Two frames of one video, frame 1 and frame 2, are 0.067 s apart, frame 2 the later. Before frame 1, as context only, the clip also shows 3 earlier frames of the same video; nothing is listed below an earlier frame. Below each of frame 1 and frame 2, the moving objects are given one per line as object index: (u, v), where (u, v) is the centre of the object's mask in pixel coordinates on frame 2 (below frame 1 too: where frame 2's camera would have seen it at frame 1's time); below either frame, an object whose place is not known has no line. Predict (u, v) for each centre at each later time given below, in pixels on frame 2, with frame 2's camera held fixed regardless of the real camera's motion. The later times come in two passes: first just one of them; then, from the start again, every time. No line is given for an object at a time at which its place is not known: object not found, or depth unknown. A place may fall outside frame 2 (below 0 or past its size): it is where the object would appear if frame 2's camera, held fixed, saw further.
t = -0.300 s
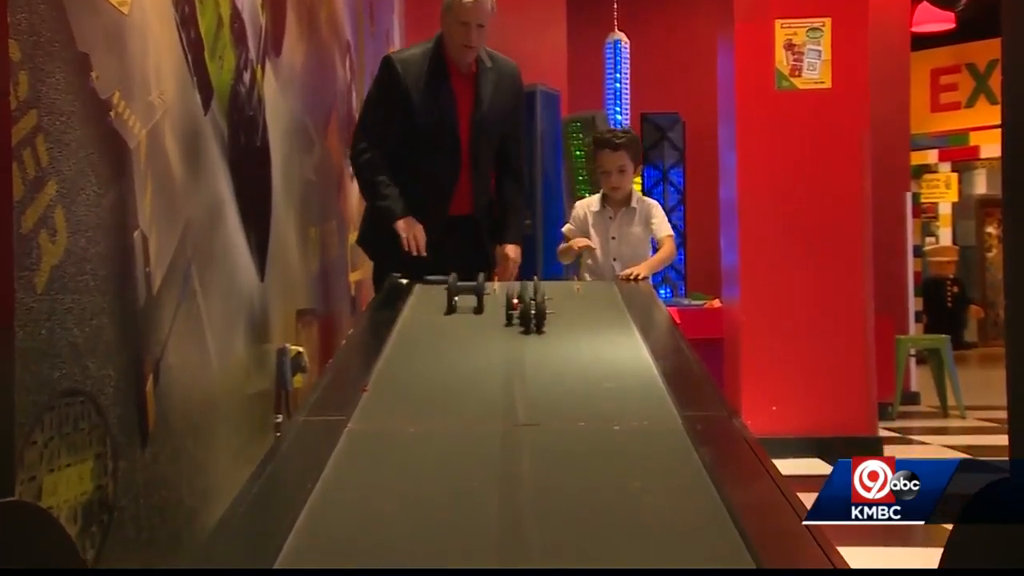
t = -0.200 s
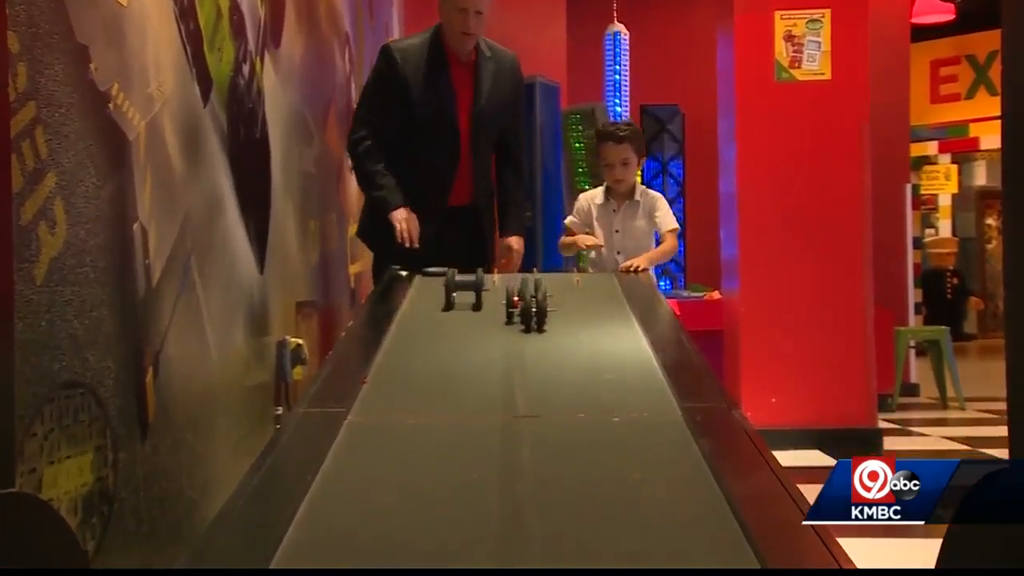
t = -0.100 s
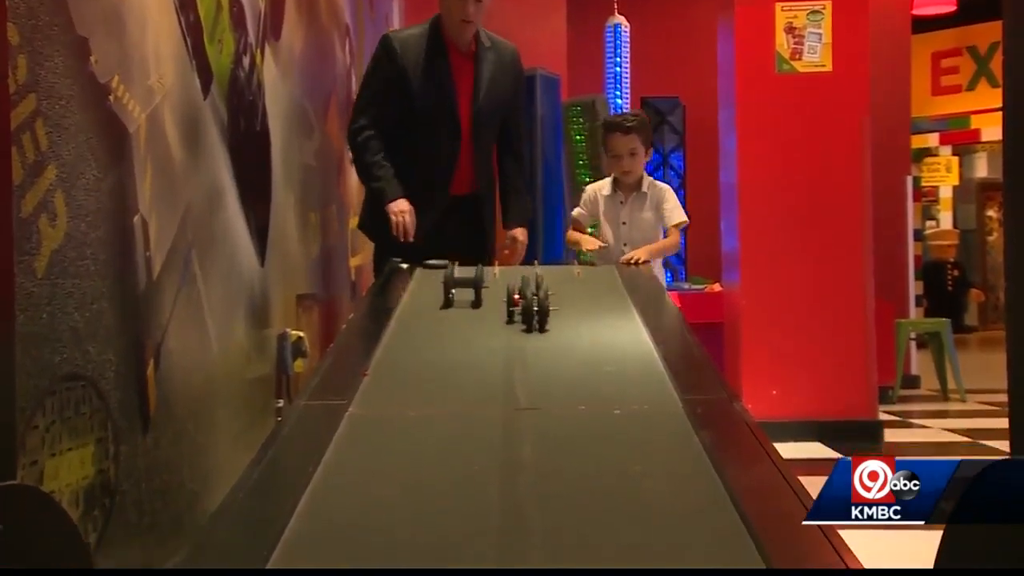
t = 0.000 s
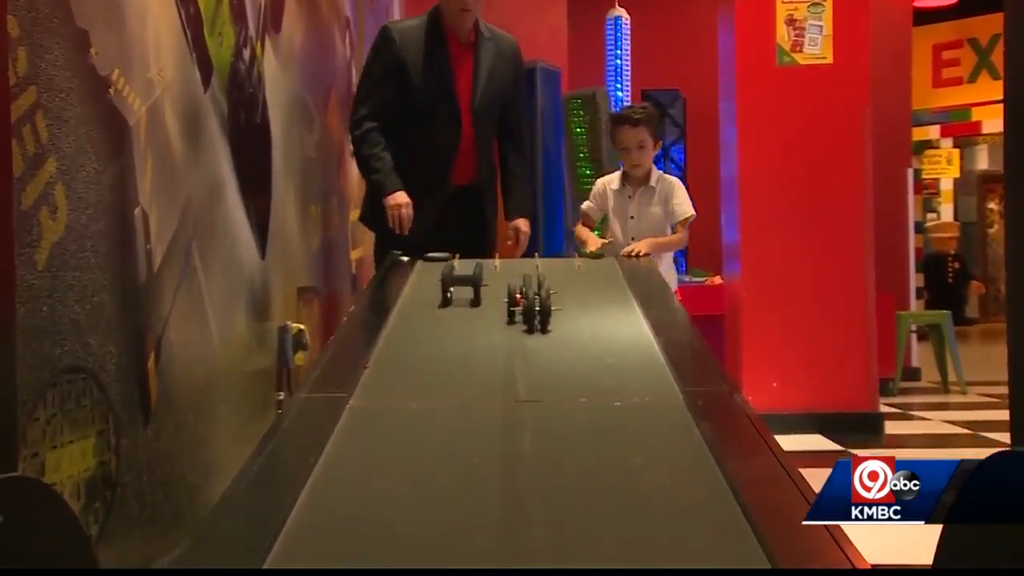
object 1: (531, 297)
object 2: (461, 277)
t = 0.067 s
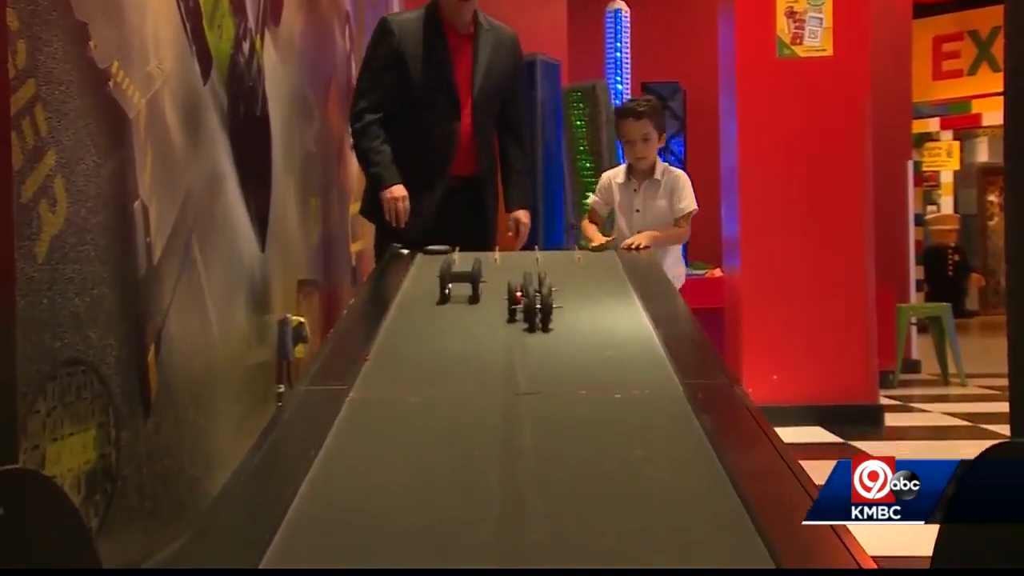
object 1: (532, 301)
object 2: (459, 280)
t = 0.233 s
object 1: (534, 314)
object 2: (456, 287)
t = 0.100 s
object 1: (532, 304)
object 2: (459, 282)
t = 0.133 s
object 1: (533, 306)
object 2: (458, 282)
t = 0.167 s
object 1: (533, 309)
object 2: (458, 284)
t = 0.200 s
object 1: (533, 312)
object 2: (457, 286)
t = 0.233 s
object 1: (534, 314)
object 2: (456, 287)
